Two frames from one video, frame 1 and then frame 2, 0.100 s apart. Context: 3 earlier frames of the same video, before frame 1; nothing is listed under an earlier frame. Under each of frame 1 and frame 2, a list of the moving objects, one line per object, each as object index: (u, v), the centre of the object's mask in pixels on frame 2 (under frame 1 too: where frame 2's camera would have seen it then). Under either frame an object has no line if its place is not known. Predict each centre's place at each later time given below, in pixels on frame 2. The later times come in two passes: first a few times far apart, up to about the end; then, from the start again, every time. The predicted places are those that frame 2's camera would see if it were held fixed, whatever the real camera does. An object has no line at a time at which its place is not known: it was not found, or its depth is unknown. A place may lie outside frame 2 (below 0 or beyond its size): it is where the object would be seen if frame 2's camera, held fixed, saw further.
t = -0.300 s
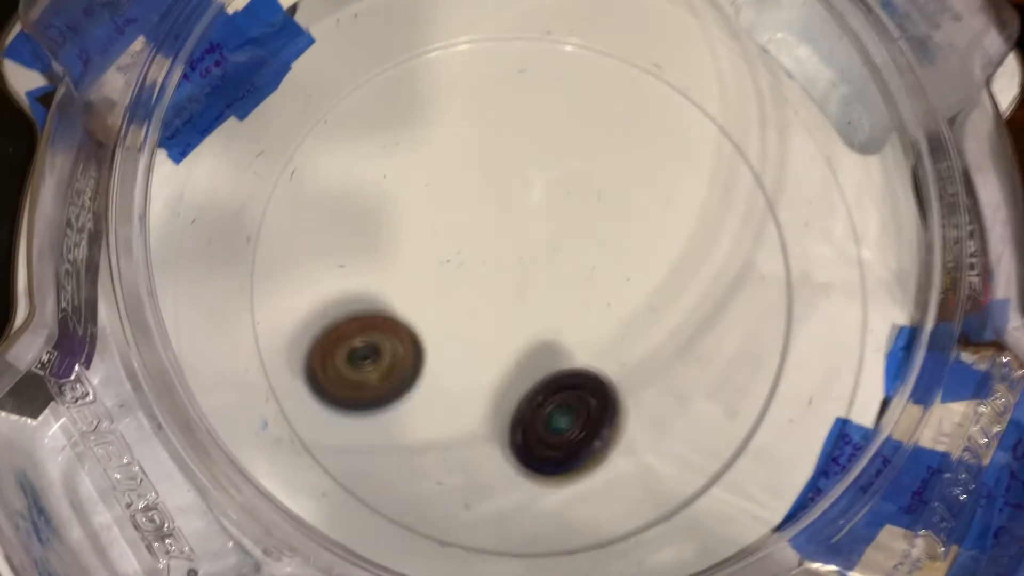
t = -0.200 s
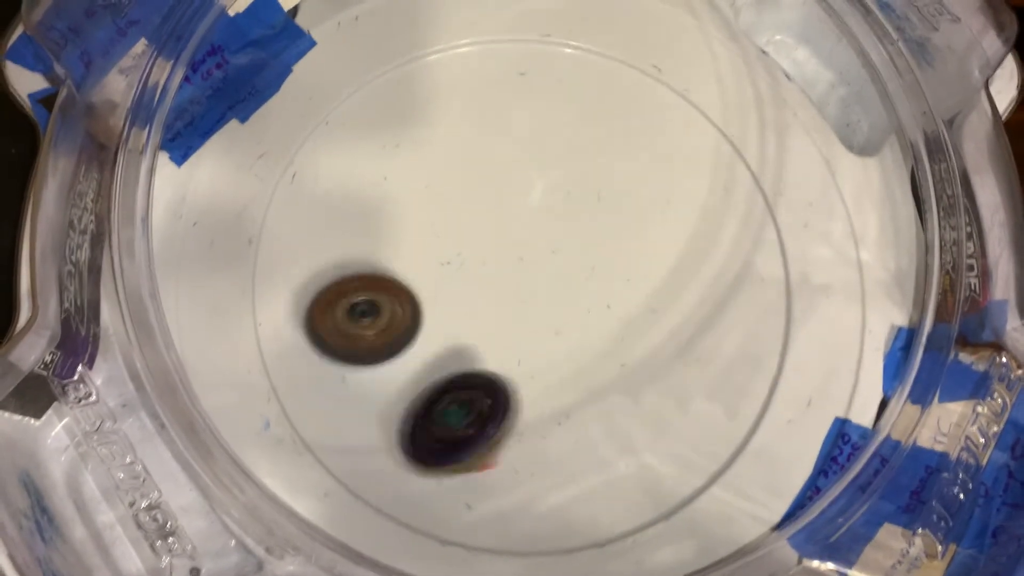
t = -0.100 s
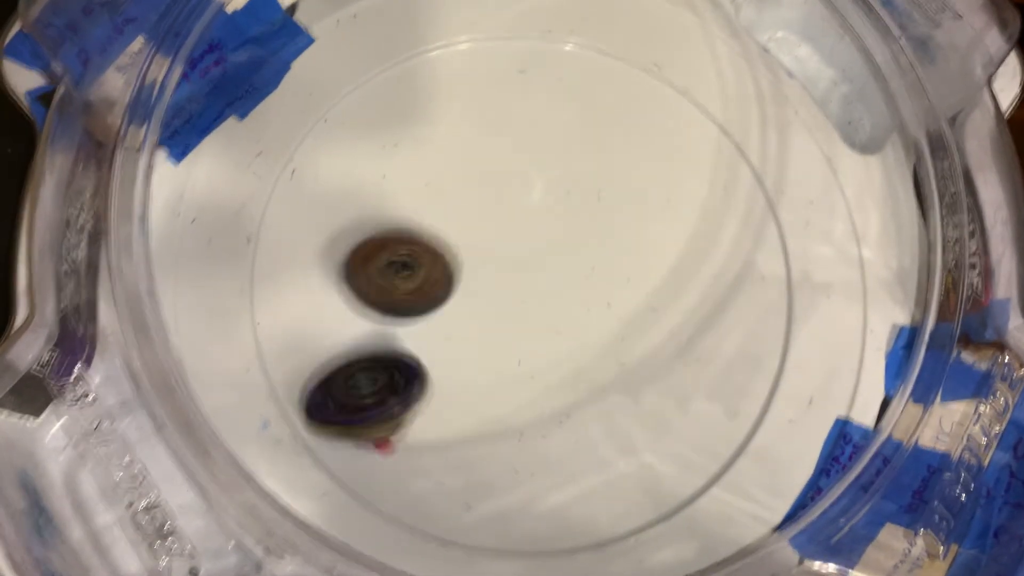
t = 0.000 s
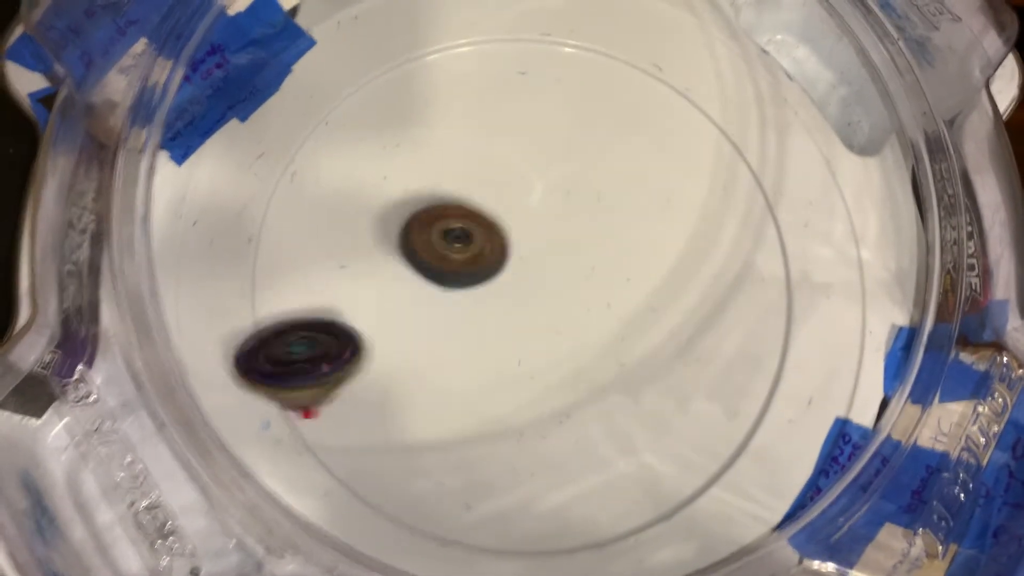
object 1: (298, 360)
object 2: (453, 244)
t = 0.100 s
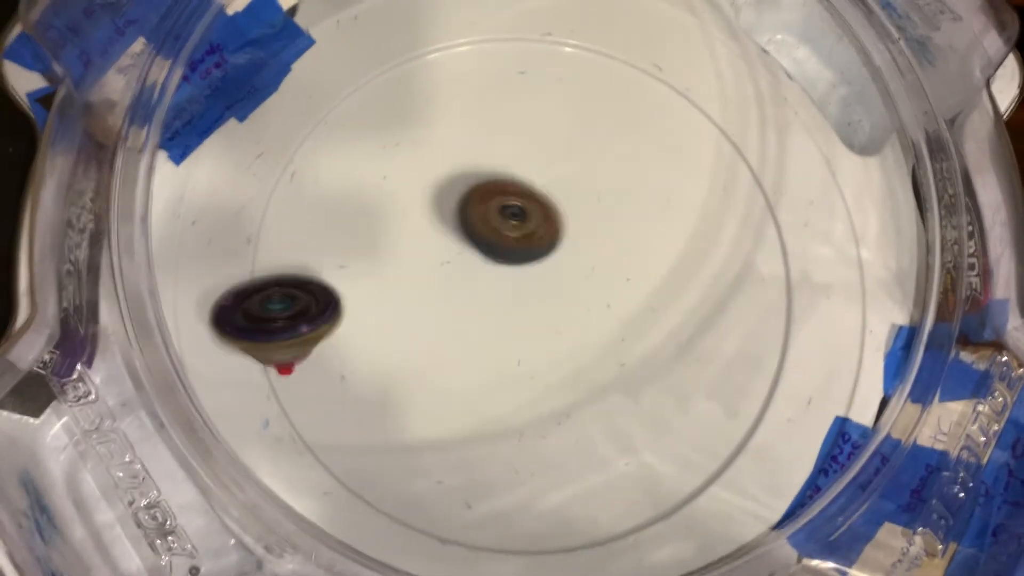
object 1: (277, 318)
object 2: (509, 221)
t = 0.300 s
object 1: (367, 252)
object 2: (578, 208)
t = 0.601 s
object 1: (514, 165)
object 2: (600, 279)
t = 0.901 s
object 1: (598, 170)
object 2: (538, 293)
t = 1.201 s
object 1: (652, 323)
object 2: (542, 200)
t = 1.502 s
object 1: (575, 455)
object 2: (555, 116)
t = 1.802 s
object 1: (400, 433)
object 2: (551, 244)
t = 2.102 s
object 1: (354, 221)
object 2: (691, 323)
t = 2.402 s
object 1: (519, 62)
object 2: (621, 249)
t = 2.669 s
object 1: (690, 201)
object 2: (475, 418)
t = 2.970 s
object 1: (672, 419)
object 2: (571, 490)
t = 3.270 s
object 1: (568, 366)
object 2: (405, 474)
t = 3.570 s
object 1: (473, 160)
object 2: (362, 382)
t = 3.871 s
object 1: (603, 78)
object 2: (394, 237)
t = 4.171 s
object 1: (721, 246)
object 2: (450, 160)
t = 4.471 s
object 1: (551, 408)
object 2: (542, 131)
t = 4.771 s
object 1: (314, 348)
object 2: (624, 184)
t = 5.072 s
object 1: (362, 290)
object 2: (678, 285)
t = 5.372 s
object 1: (596, 217)
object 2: (646, 367)
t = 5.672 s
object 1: (679, 228)
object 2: (537, 415)
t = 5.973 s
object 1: (541, 363)
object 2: (437, 407)
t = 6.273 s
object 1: (484, 366)
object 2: (324, 358)
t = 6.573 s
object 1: (500, 285)
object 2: (375, 250)
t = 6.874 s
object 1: (524, 320)
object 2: (485, 181)
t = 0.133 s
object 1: (282, 305)
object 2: (526, 215)
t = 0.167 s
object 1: (292, 294)
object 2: (540, 213)
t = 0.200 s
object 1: (305, 281)
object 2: (554, 211)
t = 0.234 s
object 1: (323, 272)
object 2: (564, 208)
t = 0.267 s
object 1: (343, 262)
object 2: (573, 208)
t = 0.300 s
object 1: (367, 252)
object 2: (578, 208)
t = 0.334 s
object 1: (393, 244)
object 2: (580, 214)
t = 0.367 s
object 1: (422, 236)
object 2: (580, 211)
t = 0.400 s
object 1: (448, 230)
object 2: (576, 215)
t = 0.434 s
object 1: (477, 222)
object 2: (570, 231)
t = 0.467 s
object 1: (485, 208)
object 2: (583, 239)
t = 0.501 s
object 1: (492, 197)
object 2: (591, 252)
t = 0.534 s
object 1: (499, 186)
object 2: (598, 266)
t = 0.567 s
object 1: (506, 176)
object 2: (600, 267)
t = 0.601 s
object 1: (514, 165)
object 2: (600, 279)
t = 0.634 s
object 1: (522, 158)
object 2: (595, 297)
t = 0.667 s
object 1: (530, 151)
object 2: (591, 306)
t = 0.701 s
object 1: (538, 147)
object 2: (585, 307)
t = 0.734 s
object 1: (548, 145)
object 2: (578, 318)
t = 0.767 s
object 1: (557, 144)
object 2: (571, 319)
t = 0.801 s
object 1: (568, 146)
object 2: (565, 317)
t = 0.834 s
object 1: (579, 152)
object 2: (557, 313)
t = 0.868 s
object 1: (588, 159)
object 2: (548, 307)
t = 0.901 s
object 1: (598, 170)
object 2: (538, 293)
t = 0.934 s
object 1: (609, 183)
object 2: (526, 287)
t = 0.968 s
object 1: (618, 195)
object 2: (517, 283)
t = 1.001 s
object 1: (628, 213)
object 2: (513, 275)
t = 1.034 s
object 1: (634, 230)
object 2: (514, 264)
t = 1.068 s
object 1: (641, 248)
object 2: (518, 253)
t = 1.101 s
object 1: (646, 265)
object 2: (523, 239)
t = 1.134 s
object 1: (649, 284)
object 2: (529, 223)
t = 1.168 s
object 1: (651, 304)
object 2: (534, 212)
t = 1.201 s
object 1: (652, 323)
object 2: (542, 200)
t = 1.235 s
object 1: (651, 342)
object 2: (549, 189)
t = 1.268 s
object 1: (650, 360)
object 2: (556, 177)
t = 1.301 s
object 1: (645, 378)
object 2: (561, 164)
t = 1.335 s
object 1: (638, 395)
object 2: (566, 152)
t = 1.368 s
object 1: (629, 410)
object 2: (569, 139)
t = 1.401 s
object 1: (618, 423)
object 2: (570, 129)
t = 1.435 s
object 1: (606, 435)
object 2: (567, 123)
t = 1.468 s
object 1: (591, 446)
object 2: (562, 118)
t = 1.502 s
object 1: (575, 455)
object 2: (555, 116)
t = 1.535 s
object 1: (558, 463)
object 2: (548, 119)
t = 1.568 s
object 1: (539, 467)
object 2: (540, 126)
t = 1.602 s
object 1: (520, 471)
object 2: (535, 135)
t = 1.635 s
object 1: (498, 473)
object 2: (531, 147)
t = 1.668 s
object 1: (477, 470)
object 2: (529, 163)
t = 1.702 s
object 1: (455, 465)
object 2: (529, 178)
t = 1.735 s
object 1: (435, 457)
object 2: (532, 197)
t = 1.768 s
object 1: (416, 446)
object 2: (539, 220)
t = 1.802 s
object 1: (400, 433)
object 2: (551, 244)
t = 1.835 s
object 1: (384, 416)
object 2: (567, 267)
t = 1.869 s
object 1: (372, 397)
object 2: (585, 288)
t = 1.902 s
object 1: (361, 378)
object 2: (602, 305)
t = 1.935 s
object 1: (353, 354)
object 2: (617, 317)
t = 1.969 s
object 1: (347, 328)
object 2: (634, 326)
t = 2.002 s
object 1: (344, 302)
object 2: (650, 330)
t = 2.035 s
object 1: (344, 275)
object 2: (665, 330)
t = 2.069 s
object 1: (348, 247)
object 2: (679, 329)
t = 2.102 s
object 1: (354, 221)
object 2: (691, 323)
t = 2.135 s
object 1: (362, 194)
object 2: (701, 314)
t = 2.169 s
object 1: (374, 166)
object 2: (709, 301)
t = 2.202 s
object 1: (388, 141)
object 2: (712, 286)
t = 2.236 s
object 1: (404, 118)
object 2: (708, 271)
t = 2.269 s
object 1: (422, 97)
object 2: (696, 258)
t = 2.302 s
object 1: (443, 80)
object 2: (678, 250)
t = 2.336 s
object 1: (467, 65)
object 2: (659, 246)
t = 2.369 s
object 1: (493, 55)
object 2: (640, 247)
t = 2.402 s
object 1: (519, 62)
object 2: (621, 249)
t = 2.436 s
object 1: (545, 69)
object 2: (600, 255)
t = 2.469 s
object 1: (570, 82)
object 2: (576, 268)
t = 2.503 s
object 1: (595, 99)
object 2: (552, 284)
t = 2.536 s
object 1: (620, 116)
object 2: (528, 306)
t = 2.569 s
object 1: (640, 134)
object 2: (507, 334)
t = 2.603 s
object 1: (658, 155)
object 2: (491, 363)
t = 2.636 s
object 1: (675, 177)
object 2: (480, 392)
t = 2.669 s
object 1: (690, 201)
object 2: (475, 418)
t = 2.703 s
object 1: (702, 224)
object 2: (475, 440)
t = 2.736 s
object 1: (709, 248)
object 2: (481, 459)
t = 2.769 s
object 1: (714, 273)
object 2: (492, 478)
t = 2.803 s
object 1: (715, 299)
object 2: (505, 494)
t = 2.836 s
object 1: (712, 325)
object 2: (520, 504)
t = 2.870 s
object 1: (708, 350)
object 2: (536, 508)
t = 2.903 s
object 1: (698, 375)
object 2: (554, 507)
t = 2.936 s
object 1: (684, 399)
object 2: (569, 499)
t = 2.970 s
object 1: (672, 419)
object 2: (571, 490)
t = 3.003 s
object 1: (687, 418)
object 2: (541, 489)
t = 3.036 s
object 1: (694, 421)
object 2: (513, 491)
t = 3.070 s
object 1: (695, 423)
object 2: (490, 490)
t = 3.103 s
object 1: (686, 415)
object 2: (471, 487)
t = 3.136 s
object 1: (671, 410)
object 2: (454, 484)
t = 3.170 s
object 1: (650, 403)
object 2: (440, 482)
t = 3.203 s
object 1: (624, 394)
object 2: (426, 480)
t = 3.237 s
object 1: (595, 381)
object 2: (415, 477)
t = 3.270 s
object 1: (568, 366)
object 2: (405, 474)
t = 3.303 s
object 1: (542, 348)
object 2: (395, 469)
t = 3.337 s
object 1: (521, 327)
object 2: (387, 464)
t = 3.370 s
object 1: (502, 304)
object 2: (380, 459)
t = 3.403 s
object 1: (489, 280)
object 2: (375, 451)
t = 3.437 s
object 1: (479, 256)
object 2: (370, 442)
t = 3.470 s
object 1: (472, 231)
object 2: (367, 431)
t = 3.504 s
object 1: (469, 207)
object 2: (364, 416)
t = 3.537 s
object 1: (470, 182)
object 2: (363, 400)
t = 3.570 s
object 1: (473, 160)
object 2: (362, 382)
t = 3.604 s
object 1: (479, 139)
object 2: (362, 365)
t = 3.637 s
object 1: (487, 121)
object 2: (363, 348)
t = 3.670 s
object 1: (499, 106)
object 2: (367, 332)
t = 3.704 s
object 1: (512, 92)
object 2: (372, 315)
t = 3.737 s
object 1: (527, 84)
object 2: (376, 297)
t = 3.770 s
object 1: (545, 76)
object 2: (380, 280)
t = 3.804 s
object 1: (563, 73)
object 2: (384, 264)
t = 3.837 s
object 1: (581, 75)
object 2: (389, 249)
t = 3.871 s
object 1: (603, 78)
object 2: (394, 237)
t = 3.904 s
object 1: (624, 84)
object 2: (398, 226)
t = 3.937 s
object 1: (643, 95)
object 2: (402, 216)
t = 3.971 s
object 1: (664, 110)
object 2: (405, 207)
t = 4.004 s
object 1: (682, 127)
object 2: (409, 199)
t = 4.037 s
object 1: (696, 147)
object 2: (416, 190)
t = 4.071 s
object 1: (708, 170)
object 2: (423, 182)
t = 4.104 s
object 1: (716, 193)
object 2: (432, 174)
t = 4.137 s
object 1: (721, 219)
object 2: (441, 166)
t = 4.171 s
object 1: (721, 246)
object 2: (450, 160)
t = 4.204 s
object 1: (717, 272)
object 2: (460, 153)
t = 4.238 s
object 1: (709, 296)
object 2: (470, 148)
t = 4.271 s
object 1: (697, 320)
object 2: (481, 142)
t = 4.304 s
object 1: (681, 343)
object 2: (491, 139)
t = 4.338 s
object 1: (662, 362)
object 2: (502, 135)
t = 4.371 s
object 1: (639, 380)
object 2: (512, 132)
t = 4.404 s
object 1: (614, 393)
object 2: (523, 131)
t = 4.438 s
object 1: (585, 403)
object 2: (532, 130)
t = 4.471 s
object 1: (551, 408)
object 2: (542, 131)
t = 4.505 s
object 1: (517, 409)
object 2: (549, 132)
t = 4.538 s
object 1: (480, 407)
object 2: (557, 132)
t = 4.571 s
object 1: (445, 407)
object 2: (565, 133)
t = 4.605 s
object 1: (412, 402)
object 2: (576, 138)
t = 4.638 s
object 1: (383, 394)
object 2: (586, 146)
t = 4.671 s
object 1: (363, 380)
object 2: (596, 154)
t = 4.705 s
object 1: (341, 371)
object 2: (605, 165)
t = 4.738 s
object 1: (327, 360)
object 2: (615, 176)
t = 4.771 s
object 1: (314, 348)
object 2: (624, 184)
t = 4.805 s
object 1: (306, 337)
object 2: (633, 195)
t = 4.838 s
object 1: (303, 326)
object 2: (640, 204)
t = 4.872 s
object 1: (304, 318)
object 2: (647, 215)
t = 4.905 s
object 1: (309, 311)
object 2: (653, 226)
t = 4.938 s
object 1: (317, 306)
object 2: (659, 237)
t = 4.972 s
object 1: (326, 301)
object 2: (665, 249)
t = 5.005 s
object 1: (336, 297)
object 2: (669, 261)
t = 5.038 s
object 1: (349, 294)
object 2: (674, 273)
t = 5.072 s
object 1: (362, 290)
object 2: (678, 285)
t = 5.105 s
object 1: (379, 285)
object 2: (680, 296)
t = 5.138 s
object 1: (401, 278)
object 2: (681, 307)
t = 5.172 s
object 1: (425, 270)
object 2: (682, 317)
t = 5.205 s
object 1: (450, 261)
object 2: (680, 326)
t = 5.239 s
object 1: (479, 254)
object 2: (677, 334)
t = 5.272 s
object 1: (508, 244)
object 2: (672, 342)
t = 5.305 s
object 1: (541, 234)
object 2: (665, 349)
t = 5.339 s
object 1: (570, 223)
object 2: (655, 359)
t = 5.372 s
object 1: (596, 217)
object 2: (646, 367)
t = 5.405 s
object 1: (621, 209)
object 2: (637, 375)
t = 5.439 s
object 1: (642, 205)
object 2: (626, 383)
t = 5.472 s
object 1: (659, 201)
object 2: (615, 391)
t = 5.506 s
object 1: (673, 201)
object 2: (602, 398)
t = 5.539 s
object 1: (682, 203)
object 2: (590, 403)
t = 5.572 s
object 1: (685, 206)
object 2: (578, 407)
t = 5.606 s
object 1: (690, 214)
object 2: (564, 410)
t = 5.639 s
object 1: (685, 222)
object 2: (551, 413)
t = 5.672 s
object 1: (679, 228)
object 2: (537, 415)
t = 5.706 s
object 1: (667, 239)
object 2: (522, 417)
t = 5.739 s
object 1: (658, 251)
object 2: (509, 419)
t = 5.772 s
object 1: (646, 262)
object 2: (495, 419)
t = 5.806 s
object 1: (630, 277)
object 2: (485, 420)
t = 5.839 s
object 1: (613, 291)
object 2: (473, 419)
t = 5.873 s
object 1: (595, 309)
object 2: (463, 418)
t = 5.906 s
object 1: (577, 325)
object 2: (455, 416)
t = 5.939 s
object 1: (557, 344)
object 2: (447, 410)
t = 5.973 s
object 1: (541, 363)
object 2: (437, 407)
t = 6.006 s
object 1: (539, 374)
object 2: (414, 401)
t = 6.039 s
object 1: (535, 382)
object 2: (396, 395)
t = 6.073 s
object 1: (530, 388)
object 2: (381, 389)
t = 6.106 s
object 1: (520, 394)
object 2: (367, 384)
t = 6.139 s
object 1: (513, 392)
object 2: (356, 378)
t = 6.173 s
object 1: (506, 390)
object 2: (344, 372)
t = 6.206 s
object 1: (499, 384)
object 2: (336, 368)
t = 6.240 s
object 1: (488, 376)
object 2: (329, 364)
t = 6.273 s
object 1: (484, 366)
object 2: (324, 358)
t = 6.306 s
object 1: (481, 354)
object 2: (322, 350)
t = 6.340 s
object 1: (479, 342)
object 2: (322, 339)
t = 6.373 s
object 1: (473, 328)
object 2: (322, 323)
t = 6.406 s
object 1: (472, 313)
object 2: (327, 309)
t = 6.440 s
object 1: (478, 307)
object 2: (331, 296)
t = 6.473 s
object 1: (482, 302)
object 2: (340, 284)
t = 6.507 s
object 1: (488, 295)
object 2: (350, 273)
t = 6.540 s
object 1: (492, 292)
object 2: (363, 262)
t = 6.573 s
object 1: (500, 285)
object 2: (375, 250)
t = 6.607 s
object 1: (508, 281)
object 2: (390, 238)
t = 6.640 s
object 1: (514, 282)
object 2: (403, 226)
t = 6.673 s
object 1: (515, 288)
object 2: (418, 215)
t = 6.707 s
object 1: (511, 293)
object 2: (430, 206)
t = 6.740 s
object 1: (503, 297)
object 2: (444, 199)
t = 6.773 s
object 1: (504, 301)
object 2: (456, 194)
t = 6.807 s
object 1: (510, 305)
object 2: (466, 189)
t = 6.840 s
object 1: (517, 312)
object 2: (476, 186)
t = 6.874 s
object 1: (524, 320)
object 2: (485, 181)
